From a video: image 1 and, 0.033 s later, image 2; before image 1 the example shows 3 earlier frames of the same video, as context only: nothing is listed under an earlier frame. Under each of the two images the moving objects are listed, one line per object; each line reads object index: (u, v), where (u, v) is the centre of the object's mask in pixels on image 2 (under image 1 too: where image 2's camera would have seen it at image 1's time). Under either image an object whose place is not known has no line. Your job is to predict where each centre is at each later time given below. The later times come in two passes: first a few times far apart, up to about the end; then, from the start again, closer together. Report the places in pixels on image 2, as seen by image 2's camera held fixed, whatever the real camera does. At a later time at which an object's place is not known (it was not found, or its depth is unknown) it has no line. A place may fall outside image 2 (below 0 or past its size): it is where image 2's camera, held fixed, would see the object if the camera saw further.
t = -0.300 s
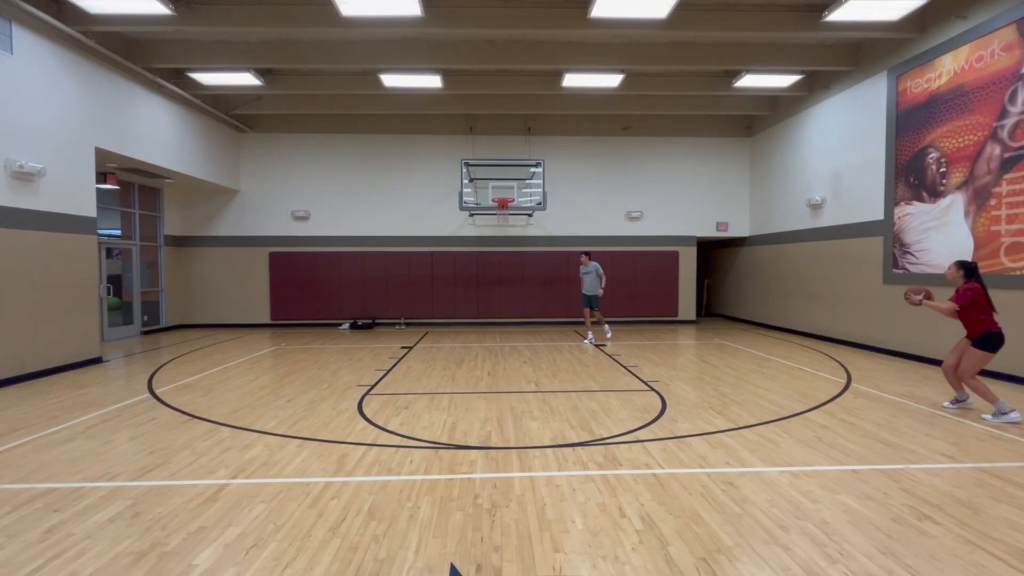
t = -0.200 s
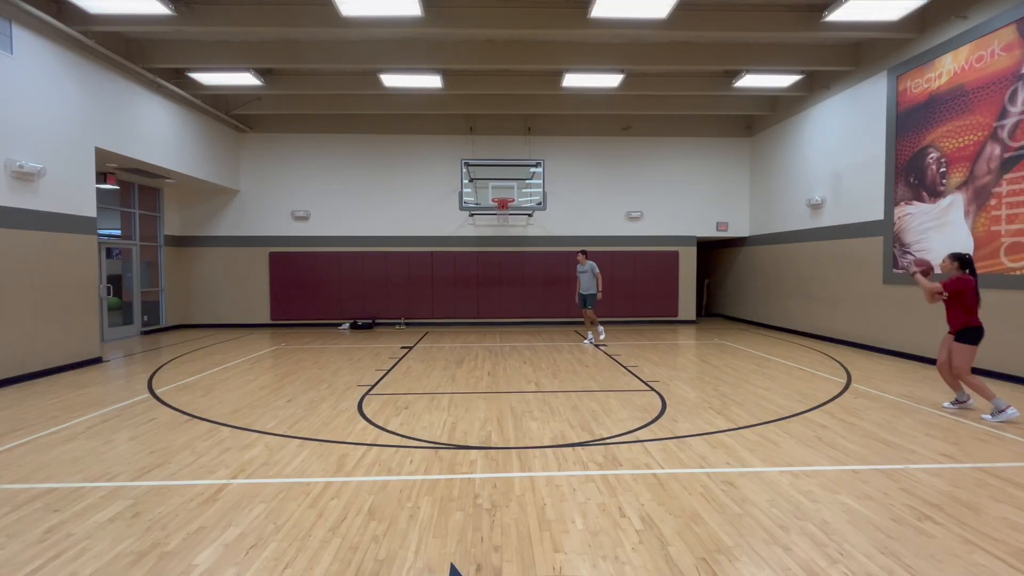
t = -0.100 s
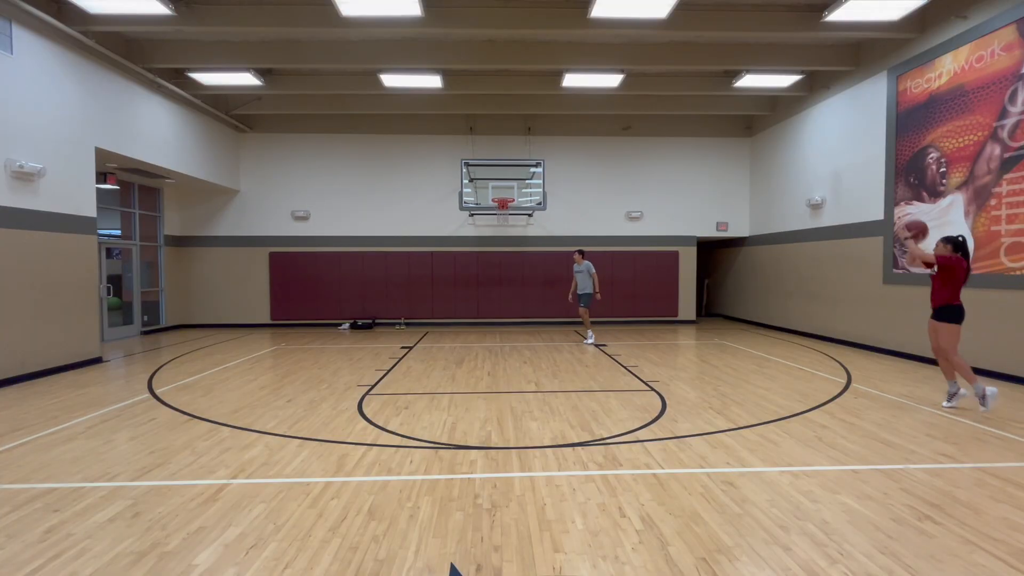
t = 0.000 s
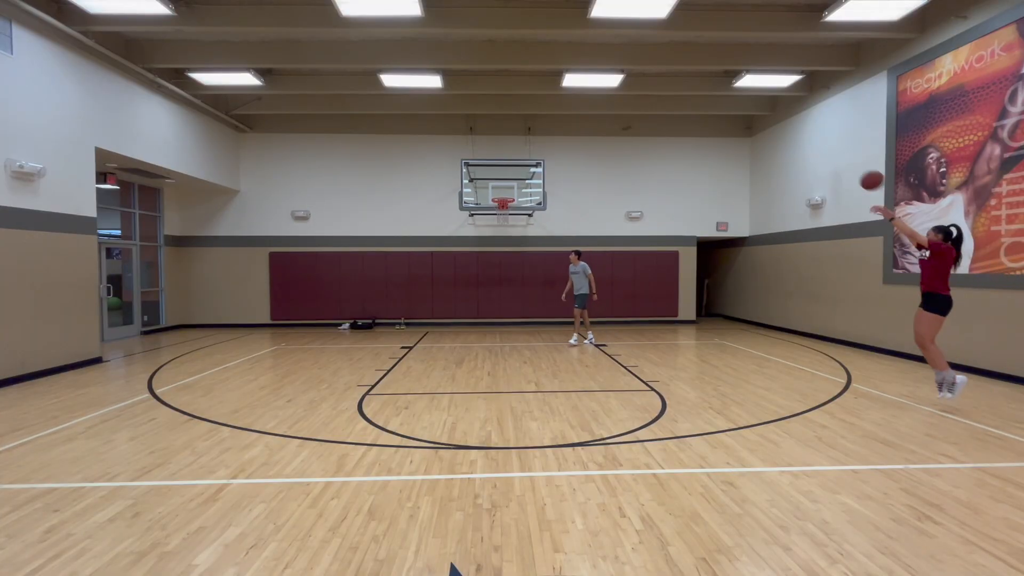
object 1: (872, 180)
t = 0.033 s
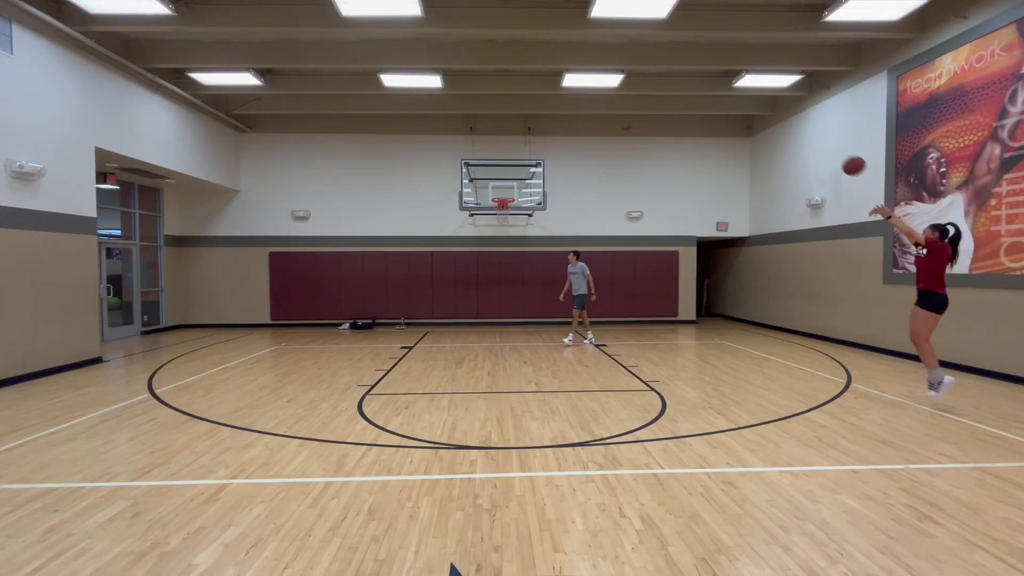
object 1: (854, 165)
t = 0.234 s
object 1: (759, 107)
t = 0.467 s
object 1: (674, 83)
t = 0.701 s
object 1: (608, 96)
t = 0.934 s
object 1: (555, 133)
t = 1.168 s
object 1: (512, 188)
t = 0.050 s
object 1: (845, 159)
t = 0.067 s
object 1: (836, 152)
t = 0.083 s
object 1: (827, 146)
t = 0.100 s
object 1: (819, 141)
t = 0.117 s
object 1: (811, 135)
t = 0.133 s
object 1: (803, 130)
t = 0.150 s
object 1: (795, 126)
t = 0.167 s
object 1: (788, 122)
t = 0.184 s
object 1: (781, 118)
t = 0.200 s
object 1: (773, 113)
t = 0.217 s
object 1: (766, 110)
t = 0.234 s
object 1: (759, 107)
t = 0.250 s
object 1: (752, 104)
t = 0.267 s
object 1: (746, 101)
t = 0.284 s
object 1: (738, 98)
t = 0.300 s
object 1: (733, 96)
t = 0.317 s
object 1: (726, 94)
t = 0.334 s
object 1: (719, 92)
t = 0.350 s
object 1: (713, 90)
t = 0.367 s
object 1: (708, 88)
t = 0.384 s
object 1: (702, 87)
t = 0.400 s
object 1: (695, 86)
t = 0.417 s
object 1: (690, 85)
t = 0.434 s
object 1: (684, 84)
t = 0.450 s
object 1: (679, 83)
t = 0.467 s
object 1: (674, 83)
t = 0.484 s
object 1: (669, 83)
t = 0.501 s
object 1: (663, 83)
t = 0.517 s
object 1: (658, 84)
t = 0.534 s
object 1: (653, 84)
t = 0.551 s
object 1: (648, 84)
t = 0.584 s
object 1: (639, 85)
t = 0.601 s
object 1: (634, 86)
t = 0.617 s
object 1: (629, 88)
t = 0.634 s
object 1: (625, 89)
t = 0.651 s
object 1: (621, 91)
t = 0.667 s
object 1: (616, 93)
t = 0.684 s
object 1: (612, 95)
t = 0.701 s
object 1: (608, 96)
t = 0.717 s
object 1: (603, 99)
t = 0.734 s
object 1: (599, 101)
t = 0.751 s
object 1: (595, 102)
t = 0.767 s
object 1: (591, 104)
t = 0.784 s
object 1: (587, 106)
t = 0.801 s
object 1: (584, 109)
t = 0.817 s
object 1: (580, 112)
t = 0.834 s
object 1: (576, 115)
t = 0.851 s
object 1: (572, 118)
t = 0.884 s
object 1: (565, 123)
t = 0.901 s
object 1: (562, 126)
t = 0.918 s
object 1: (558, 130)
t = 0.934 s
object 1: (555, 133)
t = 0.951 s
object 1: (552, 137)
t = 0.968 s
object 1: (548, 140)
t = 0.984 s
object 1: (545, 144)
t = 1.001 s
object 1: (542, 148)
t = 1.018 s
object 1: (539, 151)
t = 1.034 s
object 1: (536, 155)
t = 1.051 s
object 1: (532, 160)
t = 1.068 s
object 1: (530, 163)
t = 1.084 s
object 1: (526, 167)
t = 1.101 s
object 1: (524, 171)
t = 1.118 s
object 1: (521, 175)
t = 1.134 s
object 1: (518, 180)
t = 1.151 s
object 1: (515, 184)
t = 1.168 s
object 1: (512, 188)
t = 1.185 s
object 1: (510, 192)
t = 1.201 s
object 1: (507, 196)
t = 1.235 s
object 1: (503, 204)
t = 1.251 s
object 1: (502, 208)
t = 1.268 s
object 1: (498, 213)
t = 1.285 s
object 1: (497, 214)
